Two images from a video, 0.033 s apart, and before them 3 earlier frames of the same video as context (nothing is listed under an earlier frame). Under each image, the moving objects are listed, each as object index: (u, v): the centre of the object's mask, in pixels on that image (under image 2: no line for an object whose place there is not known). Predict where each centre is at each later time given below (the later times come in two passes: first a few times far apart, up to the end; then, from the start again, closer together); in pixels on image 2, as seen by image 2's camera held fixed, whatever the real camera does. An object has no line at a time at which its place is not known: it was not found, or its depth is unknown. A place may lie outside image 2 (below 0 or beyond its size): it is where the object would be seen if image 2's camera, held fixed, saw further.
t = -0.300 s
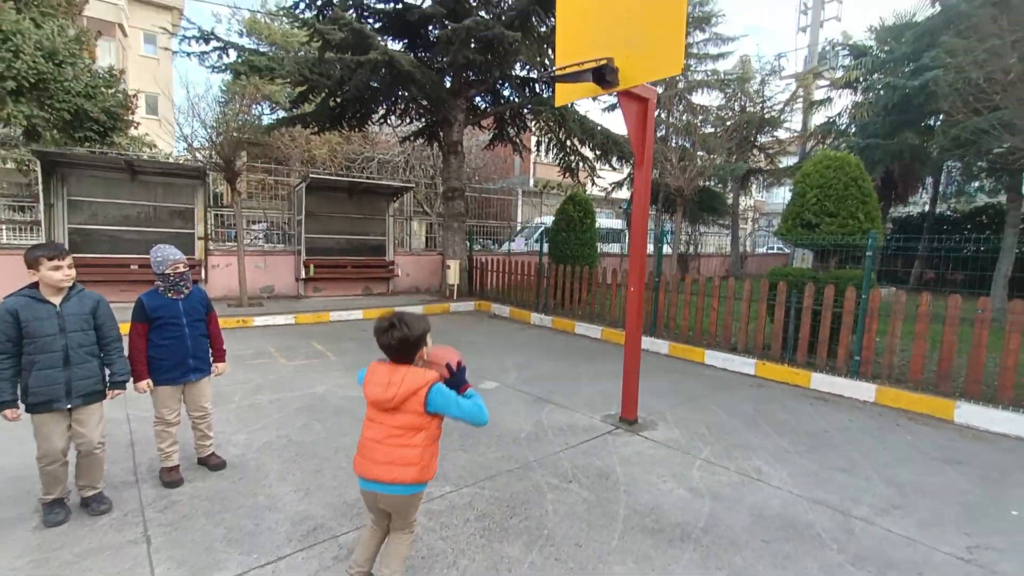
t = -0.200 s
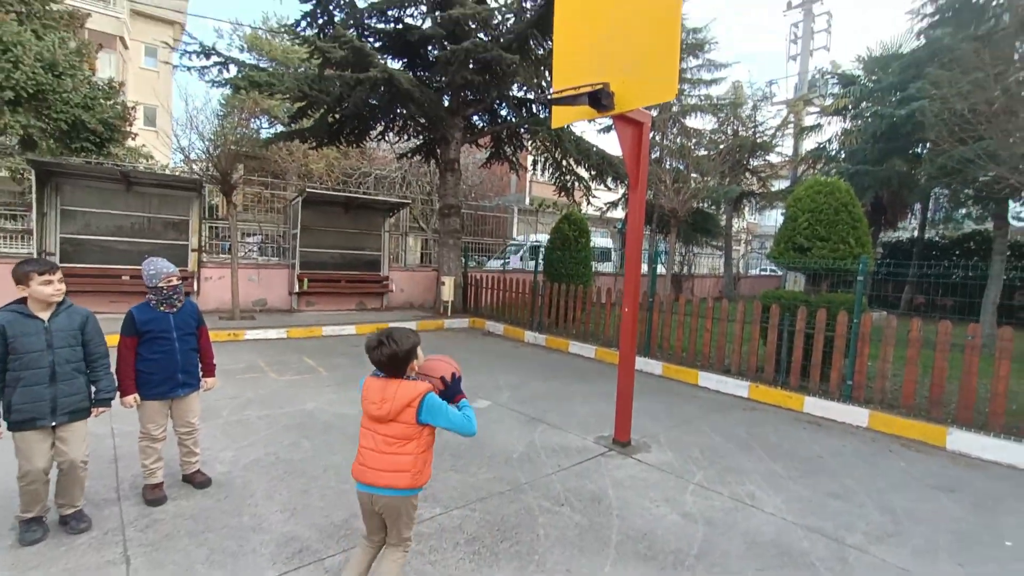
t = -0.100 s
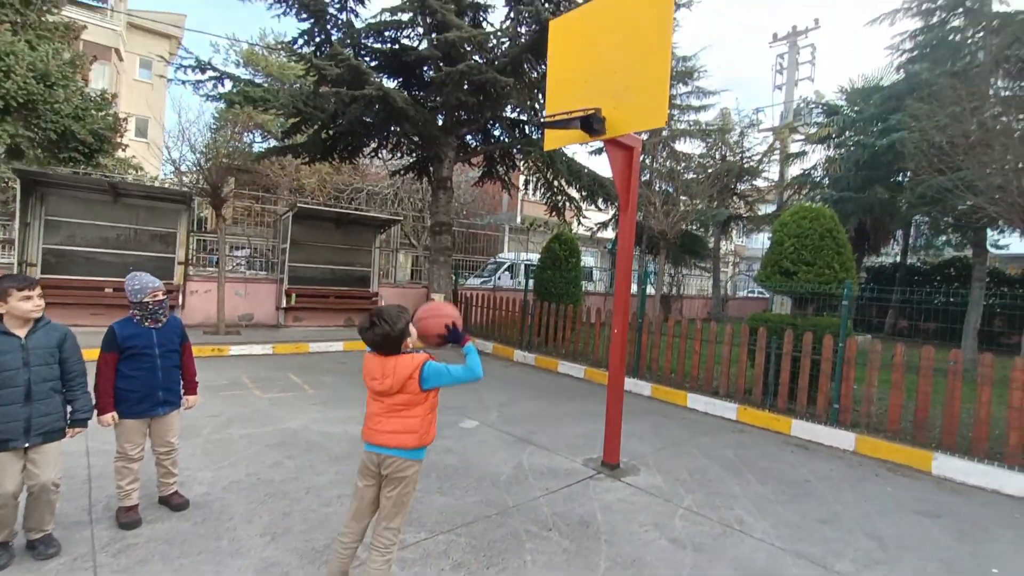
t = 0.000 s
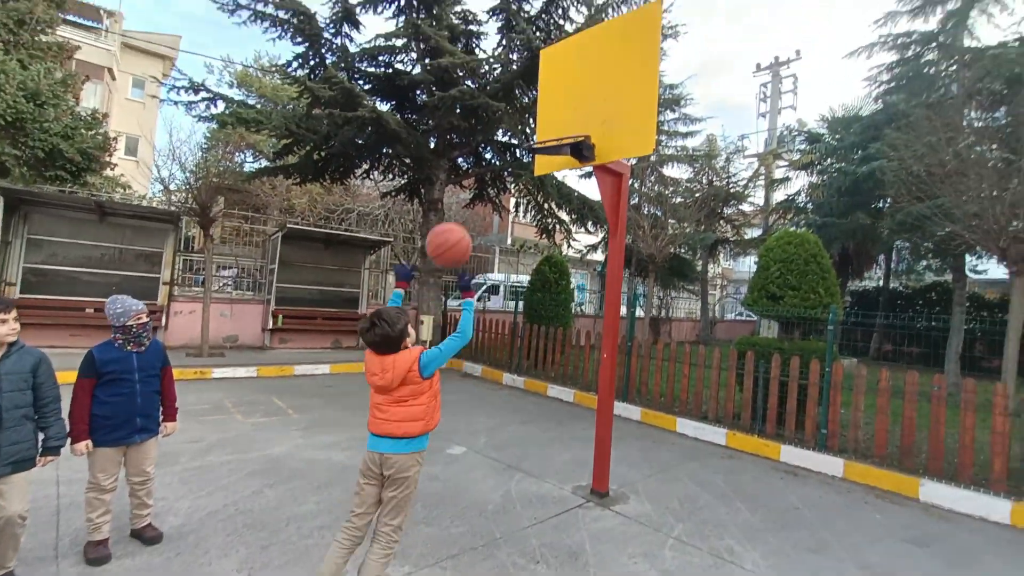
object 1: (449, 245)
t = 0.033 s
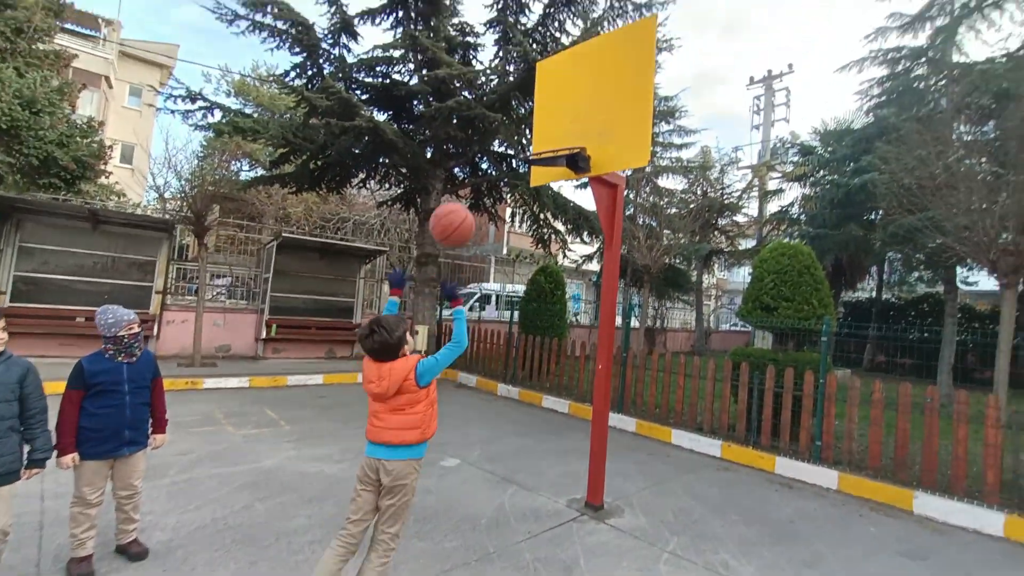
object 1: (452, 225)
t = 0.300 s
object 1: (493, 94)
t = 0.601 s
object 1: (513, 108)
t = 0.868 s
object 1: (504, 182)
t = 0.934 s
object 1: (499, 191)
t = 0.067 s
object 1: (461, 197)
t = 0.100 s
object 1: (465, 174)
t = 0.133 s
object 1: (470, 156)
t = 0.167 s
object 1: (477, 137)
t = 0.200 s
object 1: (483, 121)
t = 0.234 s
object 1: (486, 111)
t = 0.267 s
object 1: (489, 102)
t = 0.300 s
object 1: (493, 94)
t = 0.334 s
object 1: (497, 88)
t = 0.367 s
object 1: (499, 86)
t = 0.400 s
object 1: (501, 85)
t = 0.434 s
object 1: (504, 84)
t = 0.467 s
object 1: (506, 86)
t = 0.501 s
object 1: (508, 90)
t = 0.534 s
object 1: (509, 94)
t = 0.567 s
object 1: (512, 101)
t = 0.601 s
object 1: (513, 108)
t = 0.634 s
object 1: (514, 116)
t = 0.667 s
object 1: (516, 124)
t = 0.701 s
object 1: (516, 136)
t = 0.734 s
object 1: (517, 149)
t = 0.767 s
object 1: (516, 160)
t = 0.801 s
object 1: (512, 166)
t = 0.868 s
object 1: (504, 182)
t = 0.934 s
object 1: (499, 191)
